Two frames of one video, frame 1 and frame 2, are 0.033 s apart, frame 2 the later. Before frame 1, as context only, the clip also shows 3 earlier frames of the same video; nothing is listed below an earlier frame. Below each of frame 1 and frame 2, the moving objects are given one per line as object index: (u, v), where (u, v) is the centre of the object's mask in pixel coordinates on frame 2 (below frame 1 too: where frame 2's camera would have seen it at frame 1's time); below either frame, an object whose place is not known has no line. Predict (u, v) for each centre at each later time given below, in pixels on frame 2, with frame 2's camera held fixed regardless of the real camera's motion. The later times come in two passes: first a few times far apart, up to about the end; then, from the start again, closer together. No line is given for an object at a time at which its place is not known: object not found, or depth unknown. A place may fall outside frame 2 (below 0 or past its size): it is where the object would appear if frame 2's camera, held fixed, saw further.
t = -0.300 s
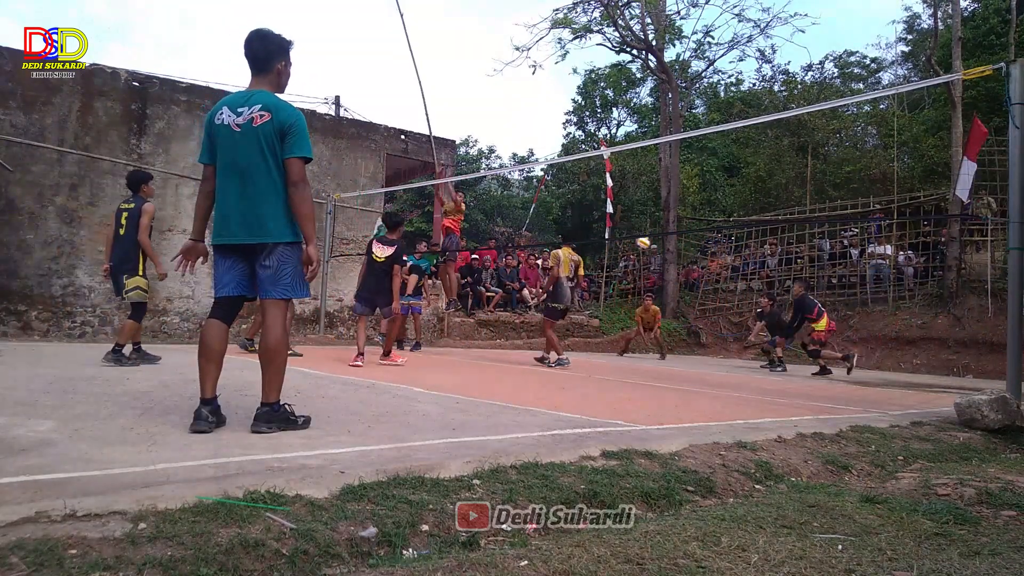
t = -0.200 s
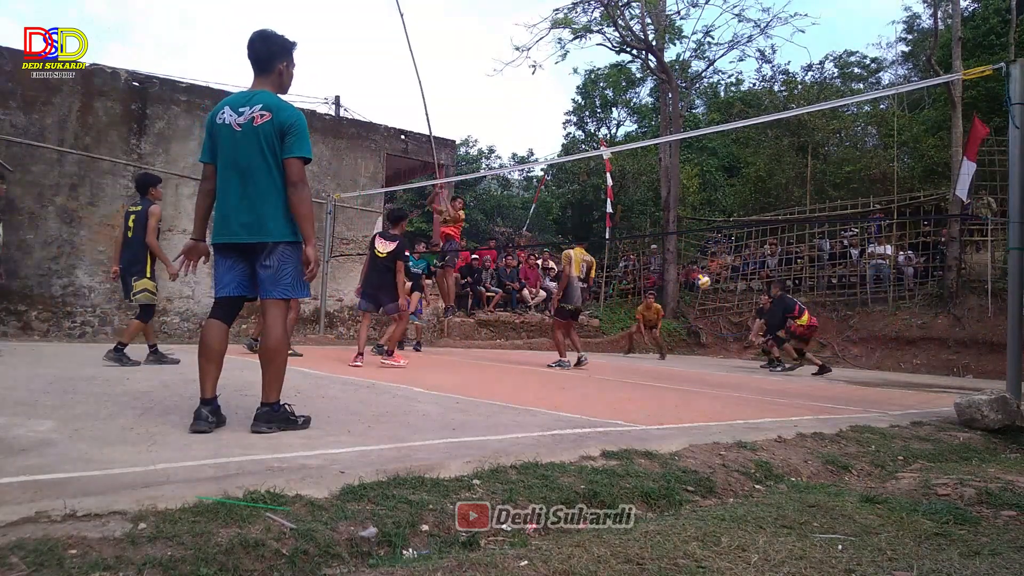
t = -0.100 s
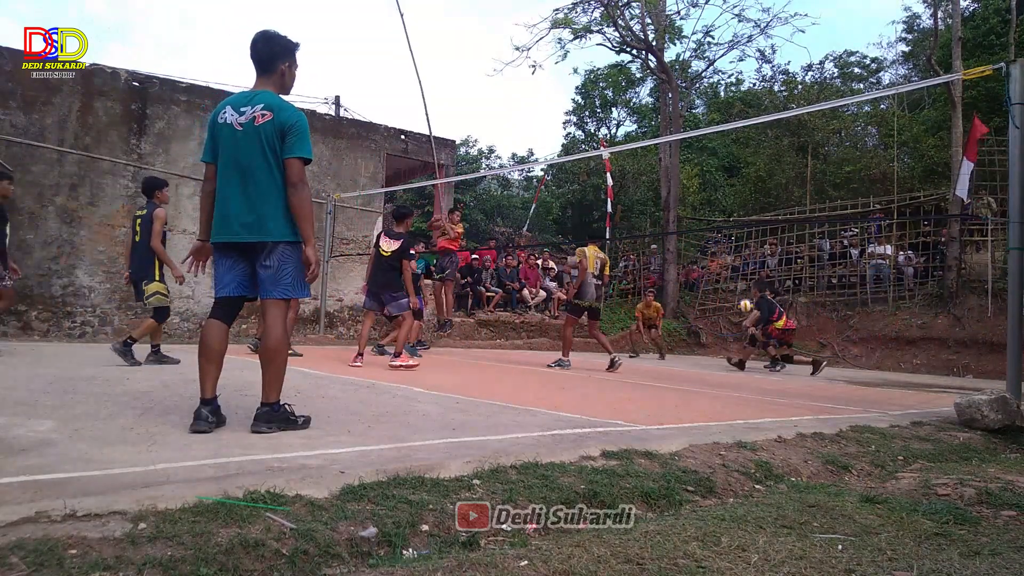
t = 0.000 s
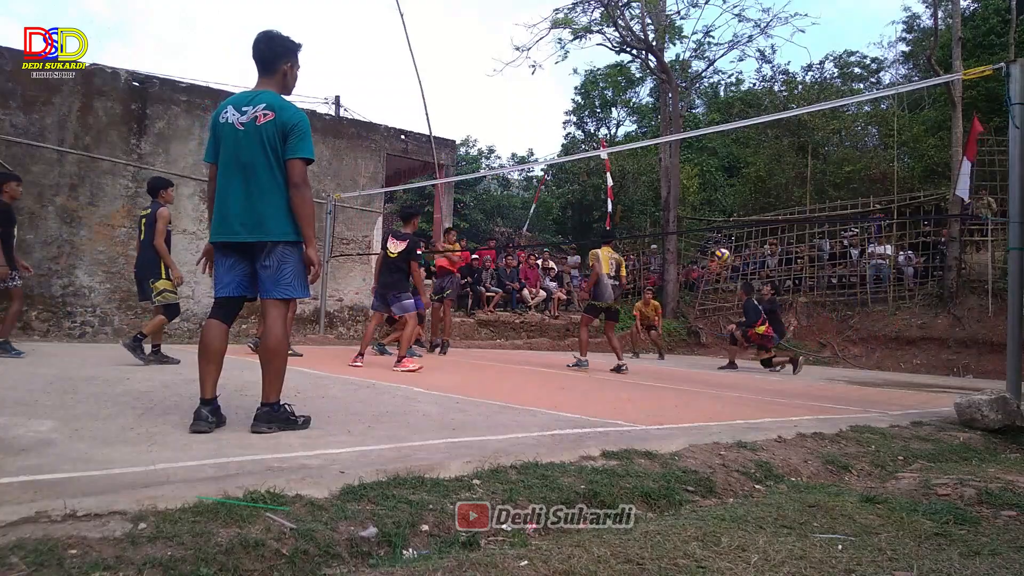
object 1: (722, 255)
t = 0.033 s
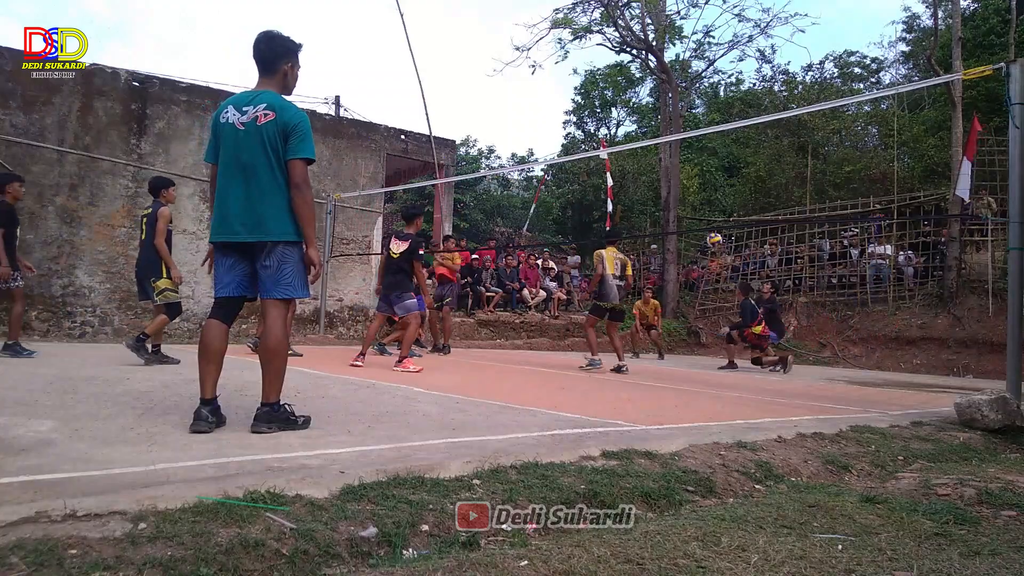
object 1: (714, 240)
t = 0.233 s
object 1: (667, 162)
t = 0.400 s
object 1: (627, 116)
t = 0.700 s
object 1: (552, 77)
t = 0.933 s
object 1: (489, 89)
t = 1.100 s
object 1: (441, 121)
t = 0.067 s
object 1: (706, 224)
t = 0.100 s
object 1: (699, 211)
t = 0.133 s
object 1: (691, 198)
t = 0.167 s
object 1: (683, 185)
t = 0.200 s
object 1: (675, 173)
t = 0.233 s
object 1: (667, 162)
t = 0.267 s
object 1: (659, 151)
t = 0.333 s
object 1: (643, 133)
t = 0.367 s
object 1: (635, 124)
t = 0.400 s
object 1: (627, 116)
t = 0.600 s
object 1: (578, 84)
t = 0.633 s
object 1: (569, 81)
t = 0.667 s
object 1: (560, 79)
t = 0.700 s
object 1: (552, 77)
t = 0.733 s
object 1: (542, 76)
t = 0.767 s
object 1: (534, 76)
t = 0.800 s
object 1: (525, 78)
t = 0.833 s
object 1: (516, 80)
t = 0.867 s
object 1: (507, 82)
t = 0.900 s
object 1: (498, 85)
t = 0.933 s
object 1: (489, 89)
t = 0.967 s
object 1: (480, 93)
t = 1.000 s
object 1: (470, 99)
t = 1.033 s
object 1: (461, 105)
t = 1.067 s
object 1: (451, 113)
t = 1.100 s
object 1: (441, 121)
